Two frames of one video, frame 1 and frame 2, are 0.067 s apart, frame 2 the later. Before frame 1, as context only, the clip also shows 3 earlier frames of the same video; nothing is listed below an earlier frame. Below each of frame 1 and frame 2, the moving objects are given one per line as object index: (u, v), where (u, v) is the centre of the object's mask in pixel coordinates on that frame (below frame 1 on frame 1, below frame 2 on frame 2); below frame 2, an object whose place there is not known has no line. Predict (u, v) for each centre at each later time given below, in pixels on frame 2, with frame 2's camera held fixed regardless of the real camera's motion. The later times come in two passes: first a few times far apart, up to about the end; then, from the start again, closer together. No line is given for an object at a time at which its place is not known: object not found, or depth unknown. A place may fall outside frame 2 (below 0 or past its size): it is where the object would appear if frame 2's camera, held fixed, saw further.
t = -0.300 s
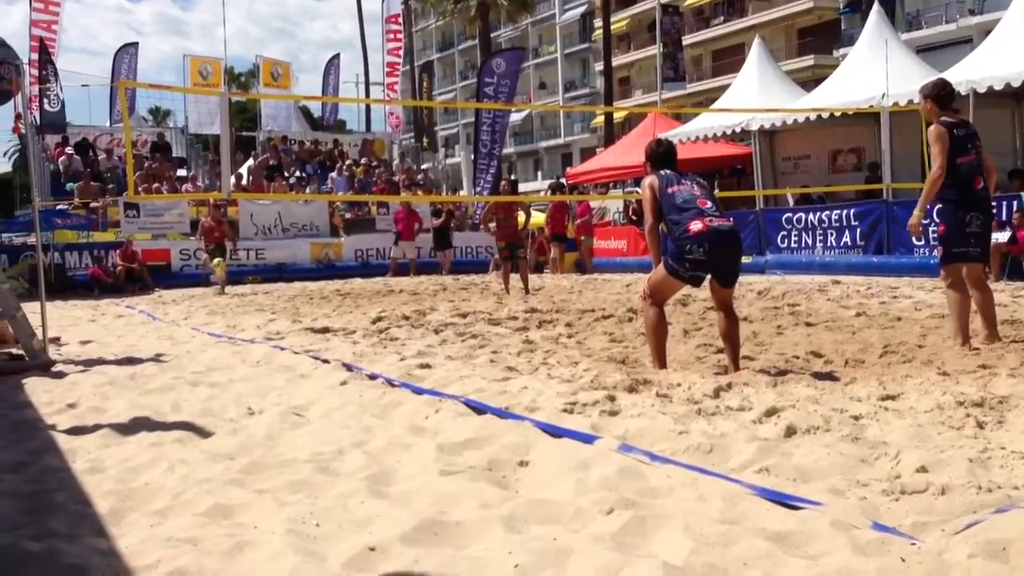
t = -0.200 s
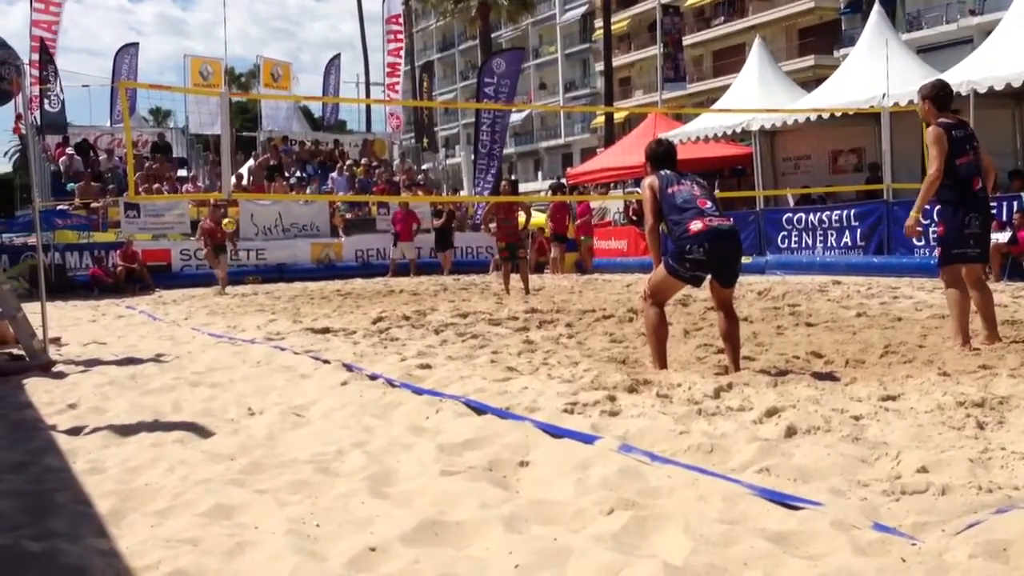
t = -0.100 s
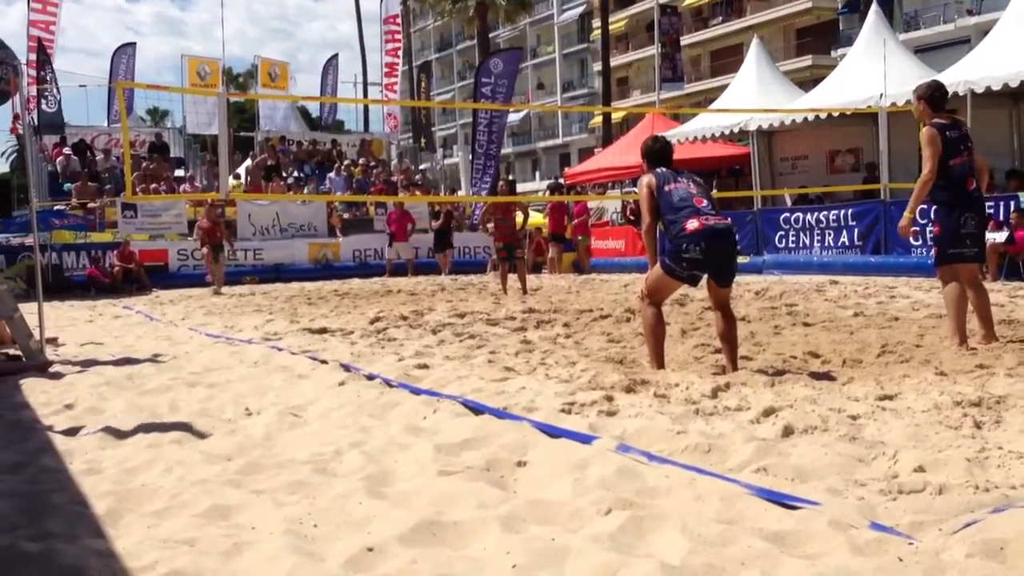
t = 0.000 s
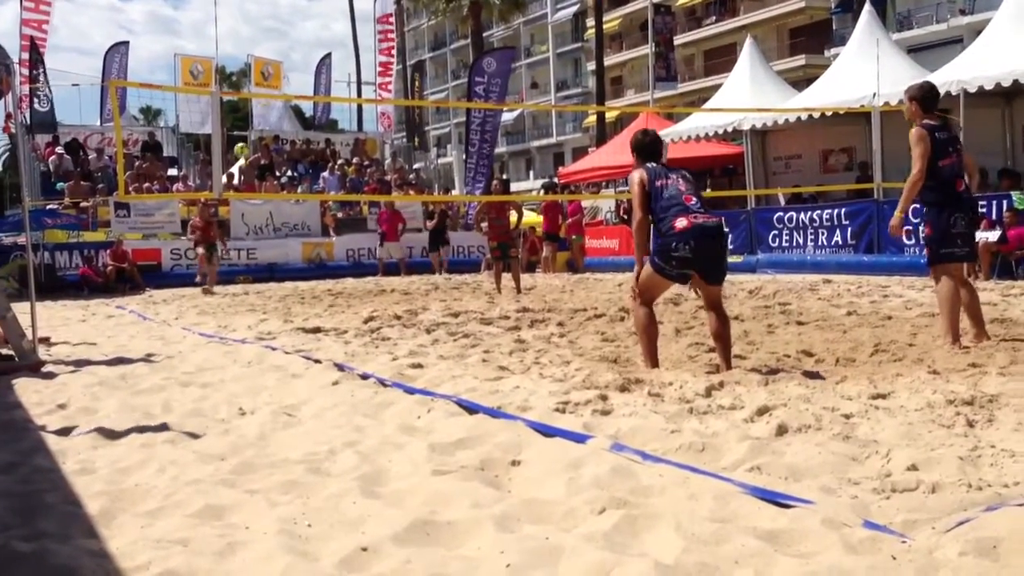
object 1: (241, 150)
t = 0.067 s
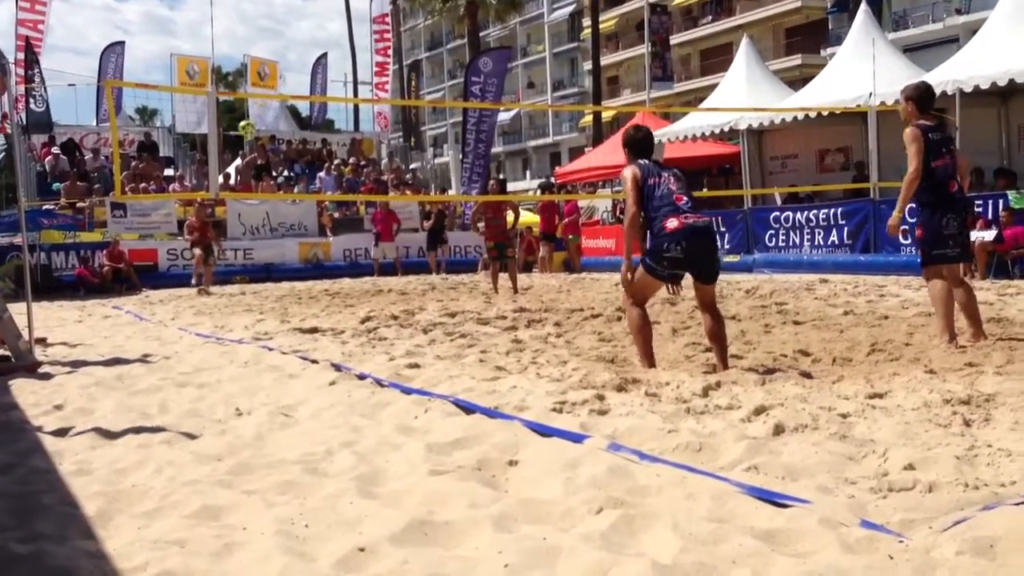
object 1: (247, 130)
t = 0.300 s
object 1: (279, 64)
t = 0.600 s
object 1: (333, 29)
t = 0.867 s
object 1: (404, 90)
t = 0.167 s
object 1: (260, 99)
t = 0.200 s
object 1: (264, 86)
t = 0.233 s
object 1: (269, 78)
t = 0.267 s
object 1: (274, 69)
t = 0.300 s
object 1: (279, 64)
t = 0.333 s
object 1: (284, 56)
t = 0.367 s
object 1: (289, 50)
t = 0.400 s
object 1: (295, 44)
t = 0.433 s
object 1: (301, 39)
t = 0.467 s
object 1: (307, 35)
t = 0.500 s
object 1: (313, 32)
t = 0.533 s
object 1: (319, 30)
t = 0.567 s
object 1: (326, 29)
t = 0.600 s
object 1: (333, 29)
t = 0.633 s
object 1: (339, 31)
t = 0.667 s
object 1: (348, 35)
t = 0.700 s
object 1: (357, 39)
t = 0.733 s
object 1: (365, 45)
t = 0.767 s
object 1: (375, 54)
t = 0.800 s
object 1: (384, 63)
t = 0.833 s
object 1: (394, 75)
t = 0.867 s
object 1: (404, 90)
